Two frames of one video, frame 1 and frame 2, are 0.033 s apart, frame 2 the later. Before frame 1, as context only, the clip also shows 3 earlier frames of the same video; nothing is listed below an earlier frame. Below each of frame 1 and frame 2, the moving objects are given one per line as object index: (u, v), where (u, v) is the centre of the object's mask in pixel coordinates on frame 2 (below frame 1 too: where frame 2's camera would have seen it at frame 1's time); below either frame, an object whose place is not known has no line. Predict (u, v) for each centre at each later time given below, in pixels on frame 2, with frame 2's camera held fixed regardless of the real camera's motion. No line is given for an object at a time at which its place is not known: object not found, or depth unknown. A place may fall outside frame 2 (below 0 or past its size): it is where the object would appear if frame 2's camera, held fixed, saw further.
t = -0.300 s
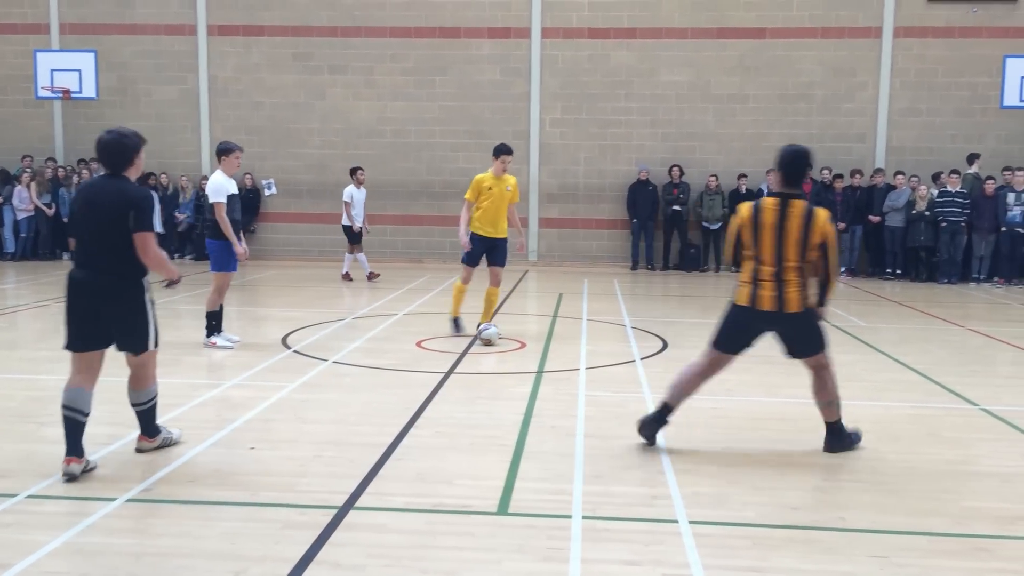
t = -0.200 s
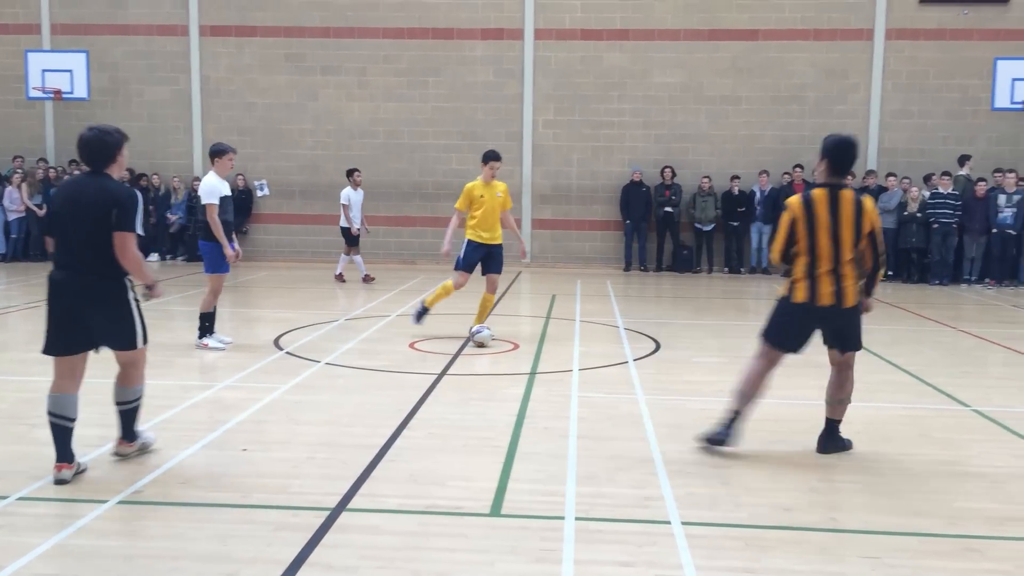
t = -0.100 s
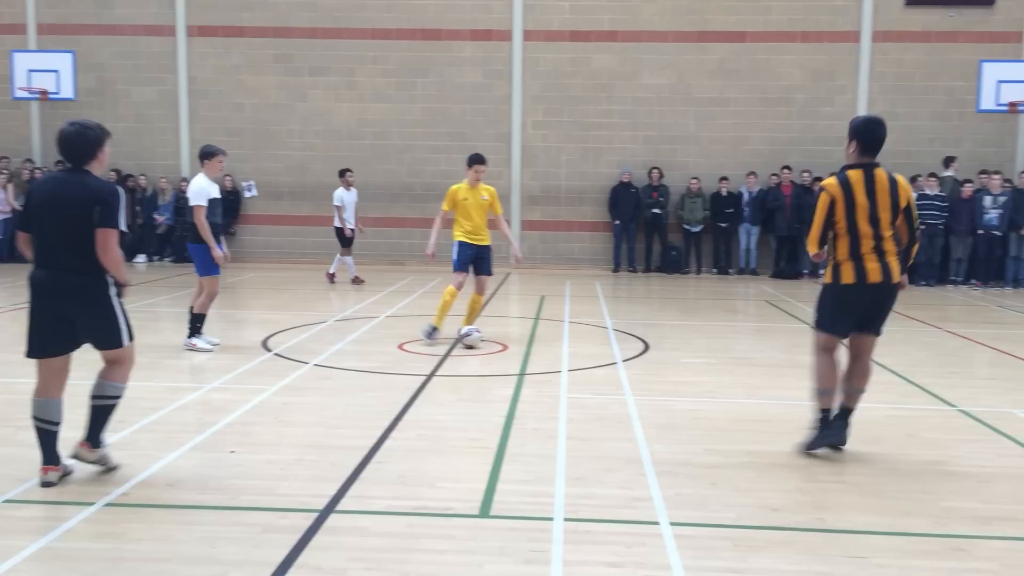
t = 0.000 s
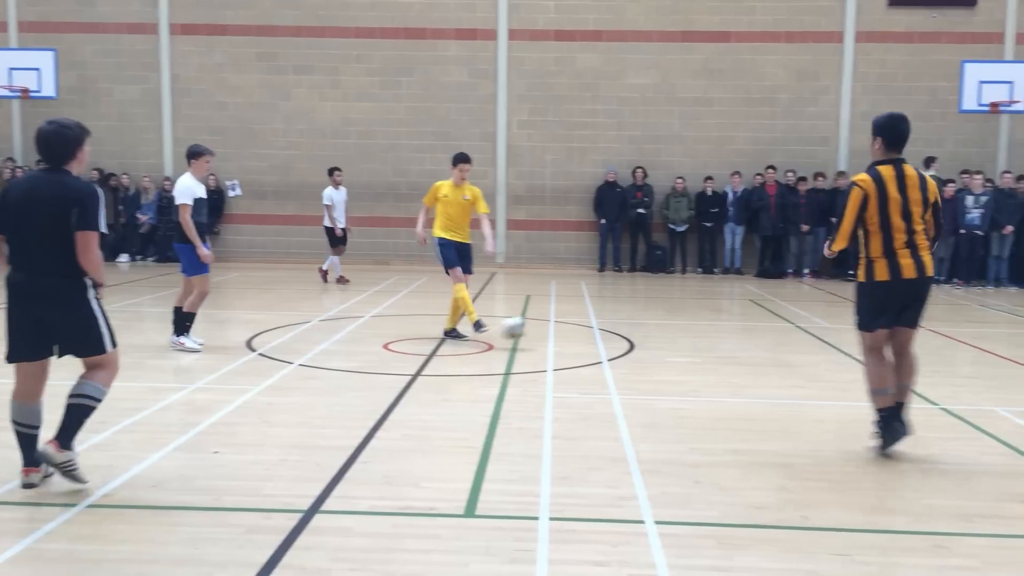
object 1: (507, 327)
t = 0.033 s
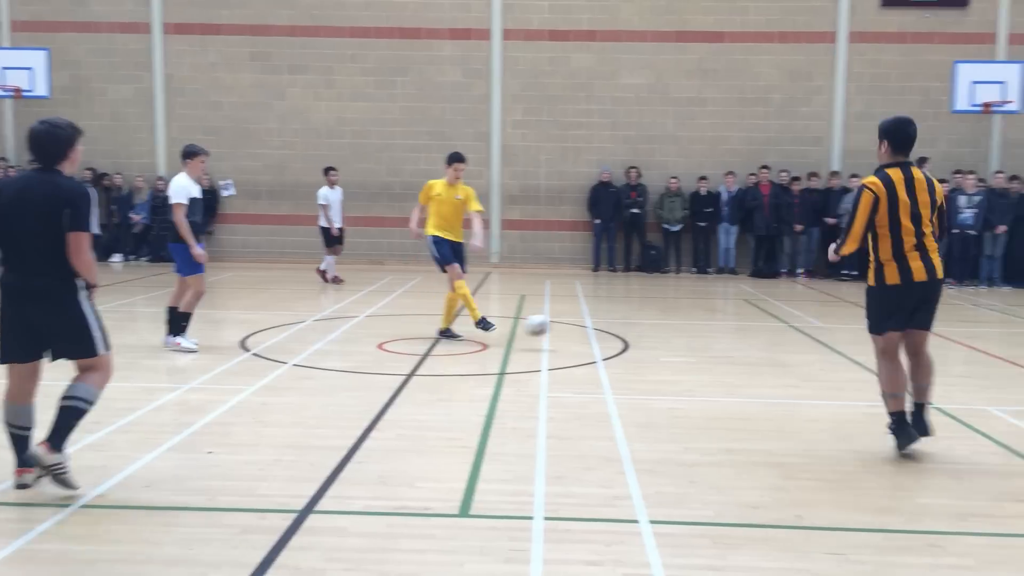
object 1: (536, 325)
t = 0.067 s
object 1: (566, 324)
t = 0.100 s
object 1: (596, 323)
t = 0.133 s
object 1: (626, 323)
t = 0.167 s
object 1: (656, 326)
